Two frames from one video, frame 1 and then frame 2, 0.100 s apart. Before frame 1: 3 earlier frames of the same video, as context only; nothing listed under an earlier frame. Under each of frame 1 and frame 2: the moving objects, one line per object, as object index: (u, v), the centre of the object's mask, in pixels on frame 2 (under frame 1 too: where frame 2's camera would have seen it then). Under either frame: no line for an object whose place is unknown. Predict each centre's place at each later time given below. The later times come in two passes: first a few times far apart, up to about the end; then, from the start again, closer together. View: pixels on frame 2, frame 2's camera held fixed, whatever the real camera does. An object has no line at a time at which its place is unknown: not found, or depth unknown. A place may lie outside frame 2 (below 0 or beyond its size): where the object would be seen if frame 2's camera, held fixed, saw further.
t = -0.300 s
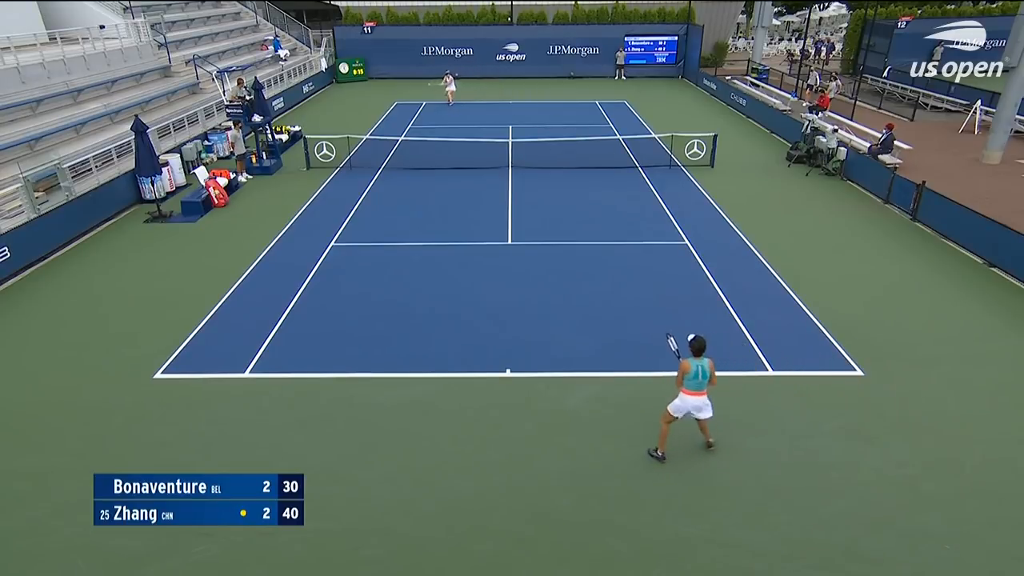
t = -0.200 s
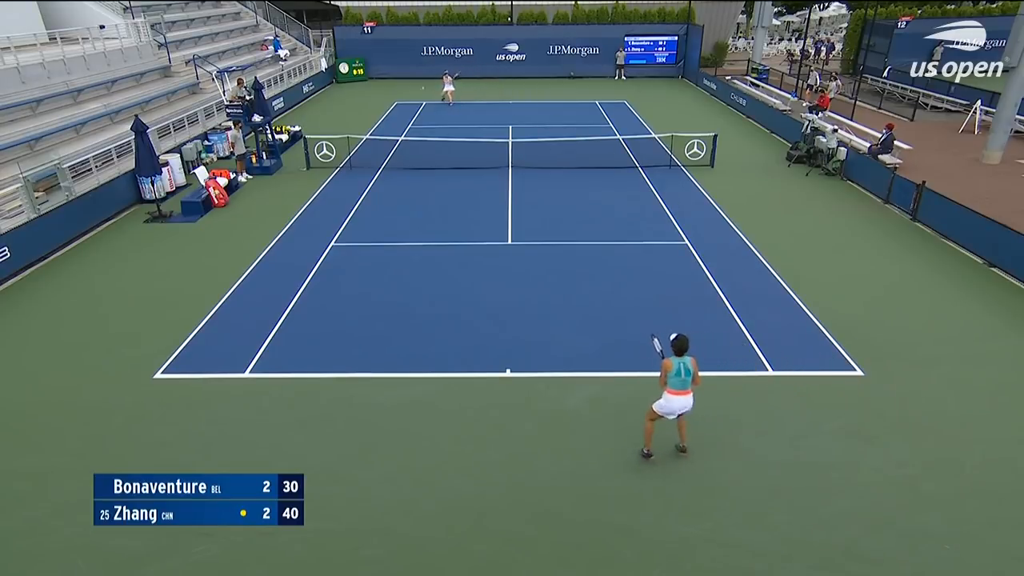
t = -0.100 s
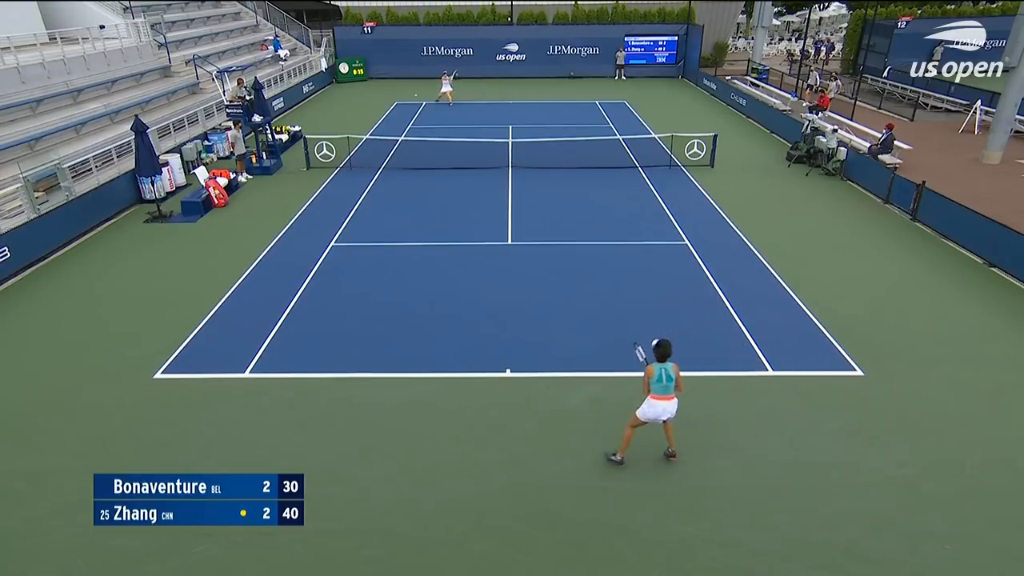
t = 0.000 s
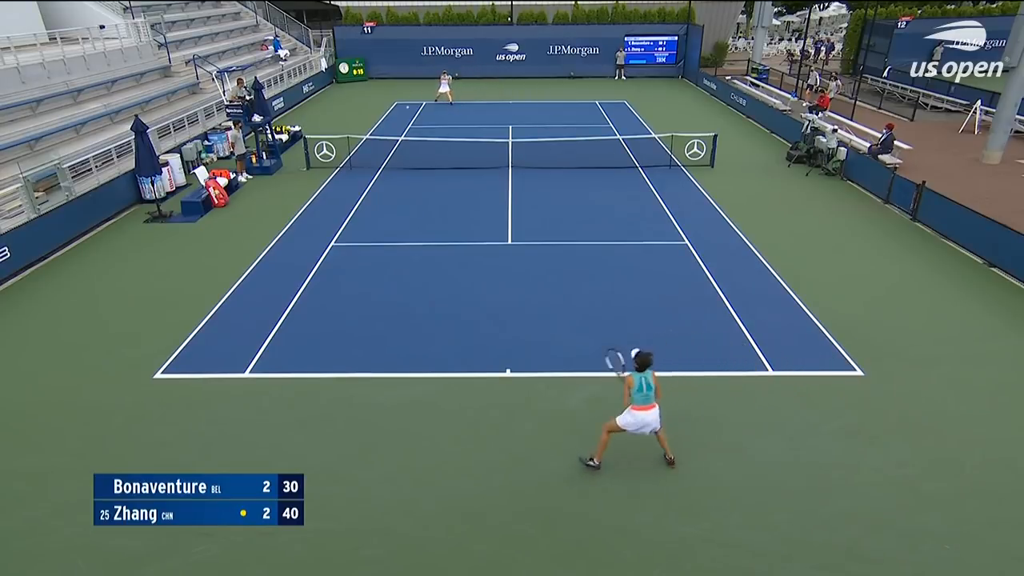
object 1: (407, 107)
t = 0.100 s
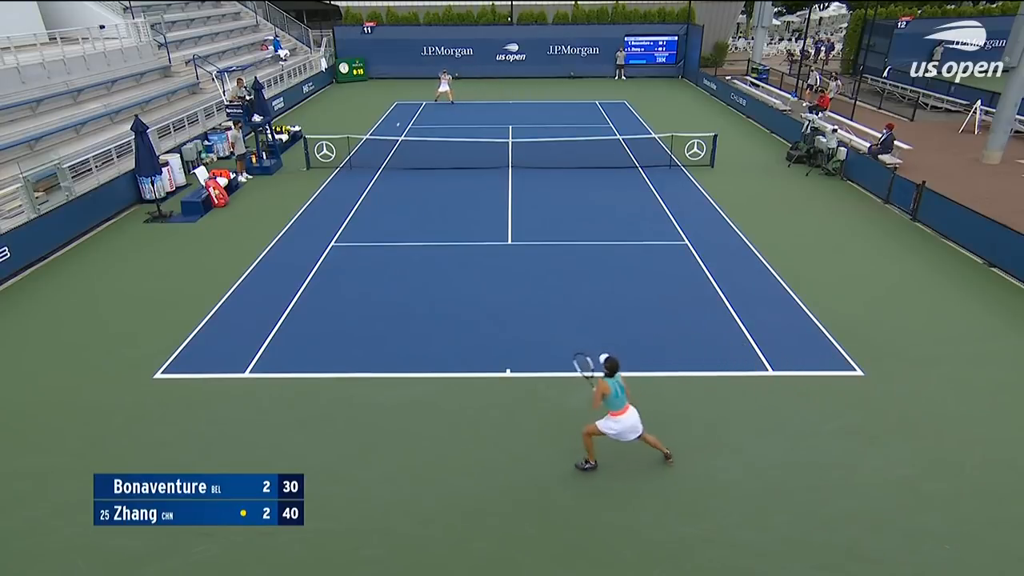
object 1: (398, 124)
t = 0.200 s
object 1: (387, 148)
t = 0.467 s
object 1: (347, 259)
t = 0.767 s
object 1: (281, 371)
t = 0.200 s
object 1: (387, 148)
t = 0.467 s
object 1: (347, 259)
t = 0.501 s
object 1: (341, 280)
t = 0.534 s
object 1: (334, 302)
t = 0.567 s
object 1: (327, 316)
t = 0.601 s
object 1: (321, 322)
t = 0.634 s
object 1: (313, 330)
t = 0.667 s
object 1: (306, 337)
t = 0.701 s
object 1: (298, 347)
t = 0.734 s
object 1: (289, 359)
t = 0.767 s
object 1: (281, 371)
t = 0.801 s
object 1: (271, 386)
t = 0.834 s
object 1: (260, 403)
